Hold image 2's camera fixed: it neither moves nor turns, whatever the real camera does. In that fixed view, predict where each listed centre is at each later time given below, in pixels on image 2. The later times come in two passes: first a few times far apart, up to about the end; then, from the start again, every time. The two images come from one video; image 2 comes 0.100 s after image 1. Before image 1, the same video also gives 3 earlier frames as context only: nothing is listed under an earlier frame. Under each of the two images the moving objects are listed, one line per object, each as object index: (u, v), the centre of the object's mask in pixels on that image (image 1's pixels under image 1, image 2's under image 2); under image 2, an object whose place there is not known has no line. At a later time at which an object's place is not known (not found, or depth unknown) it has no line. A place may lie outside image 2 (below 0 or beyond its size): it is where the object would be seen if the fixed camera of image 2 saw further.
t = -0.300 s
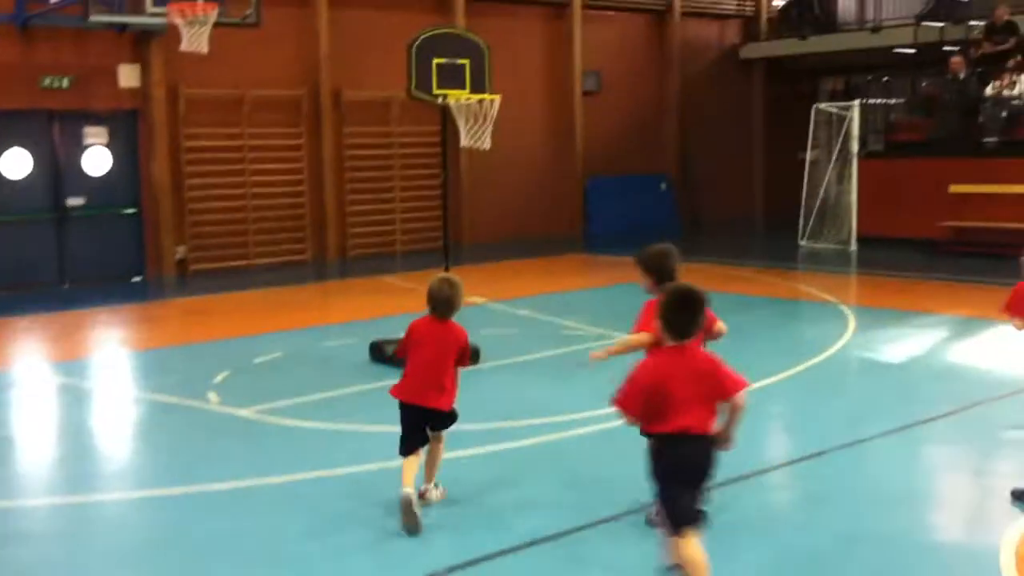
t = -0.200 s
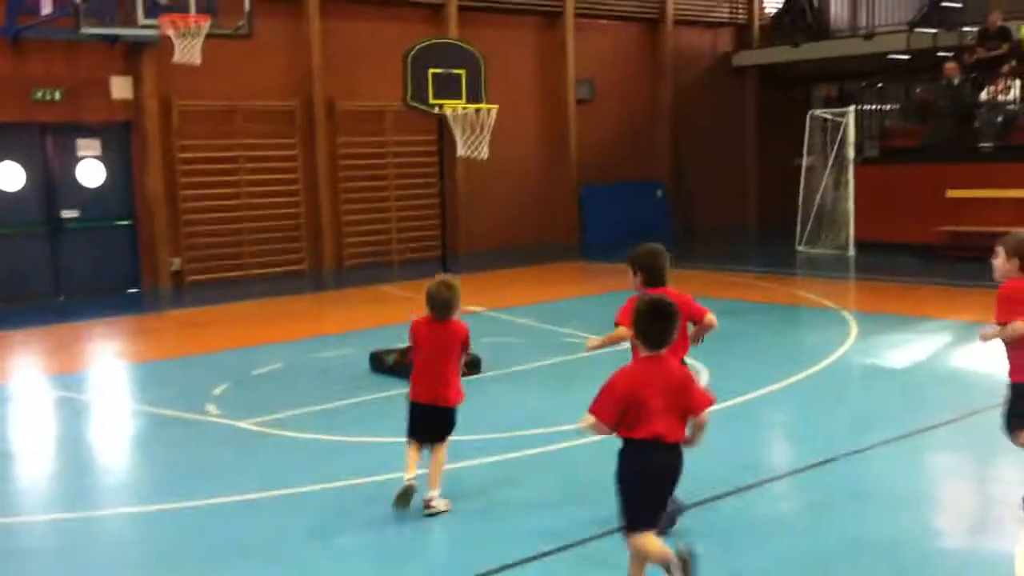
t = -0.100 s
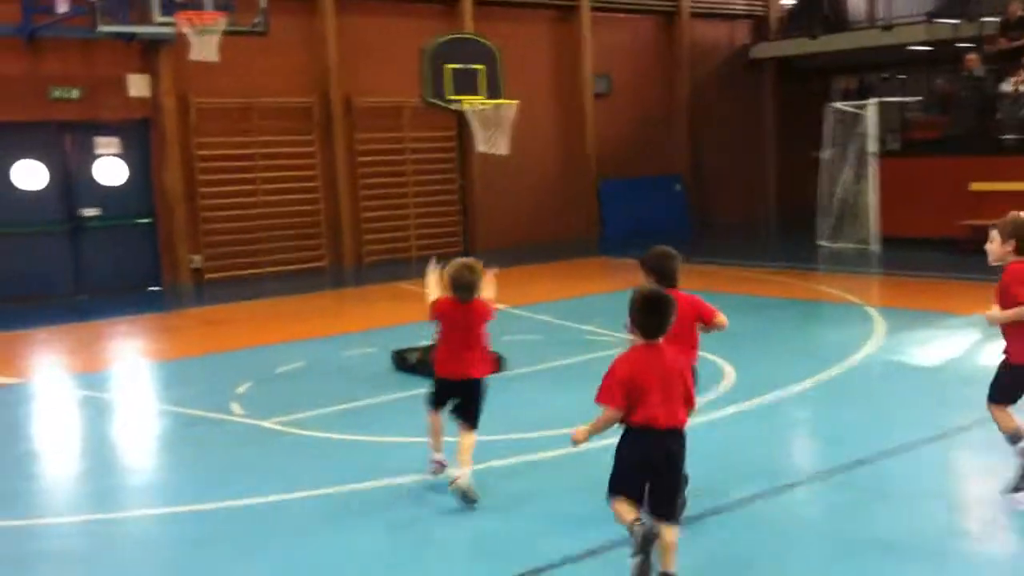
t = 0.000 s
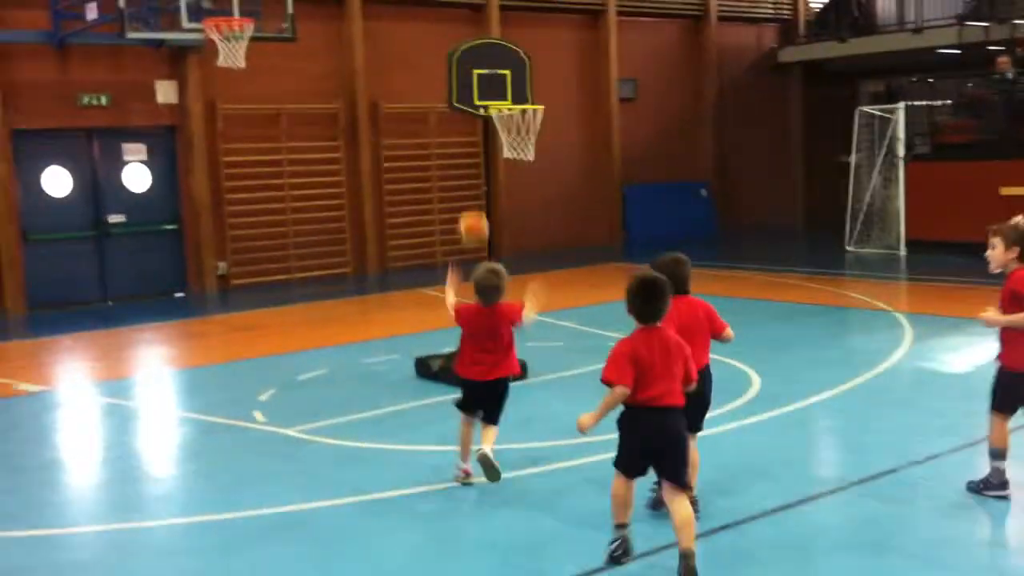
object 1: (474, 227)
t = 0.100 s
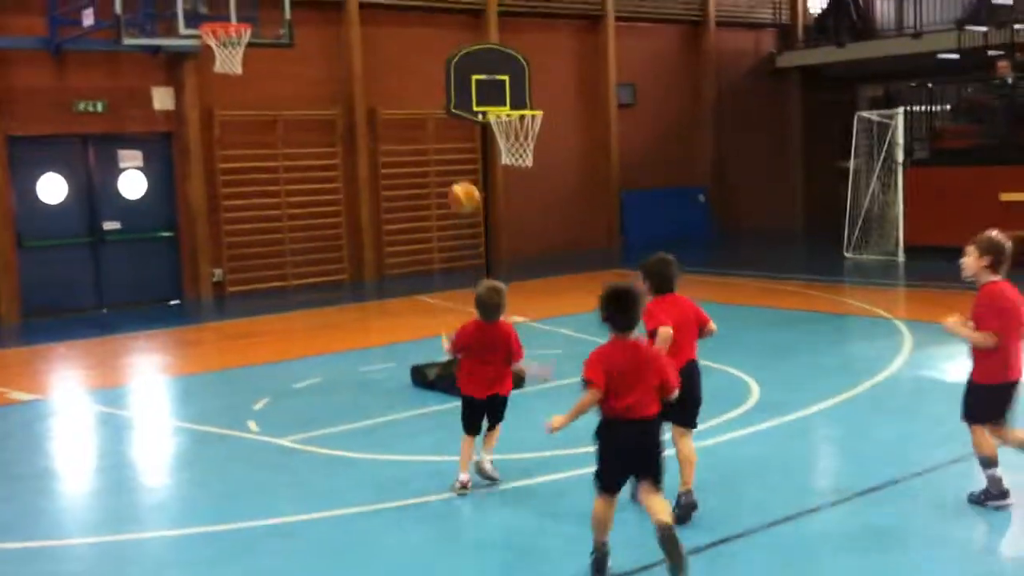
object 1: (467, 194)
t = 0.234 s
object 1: (458, 171)
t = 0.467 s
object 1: (447, 205)
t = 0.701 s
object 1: (451, 296)
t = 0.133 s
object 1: (463, 186)
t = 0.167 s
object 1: (460, 180)
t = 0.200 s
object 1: (458, 175)
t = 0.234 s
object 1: (458, 171)
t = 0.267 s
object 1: (454, 171)
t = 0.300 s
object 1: (453, 172)
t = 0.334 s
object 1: (452, 177)
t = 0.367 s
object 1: (451, 182)
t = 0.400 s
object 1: (450, 187)
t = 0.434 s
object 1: (448, 193)
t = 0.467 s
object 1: (447, 205)
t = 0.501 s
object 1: (449, 215)
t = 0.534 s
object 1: (447, 225)
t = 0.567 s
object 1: (448, 239)
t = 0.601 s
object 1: (449, 252)
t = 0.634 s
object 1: (449, 266)
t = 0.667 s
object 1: (451, 281)
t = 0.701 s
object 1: (451, 296)
